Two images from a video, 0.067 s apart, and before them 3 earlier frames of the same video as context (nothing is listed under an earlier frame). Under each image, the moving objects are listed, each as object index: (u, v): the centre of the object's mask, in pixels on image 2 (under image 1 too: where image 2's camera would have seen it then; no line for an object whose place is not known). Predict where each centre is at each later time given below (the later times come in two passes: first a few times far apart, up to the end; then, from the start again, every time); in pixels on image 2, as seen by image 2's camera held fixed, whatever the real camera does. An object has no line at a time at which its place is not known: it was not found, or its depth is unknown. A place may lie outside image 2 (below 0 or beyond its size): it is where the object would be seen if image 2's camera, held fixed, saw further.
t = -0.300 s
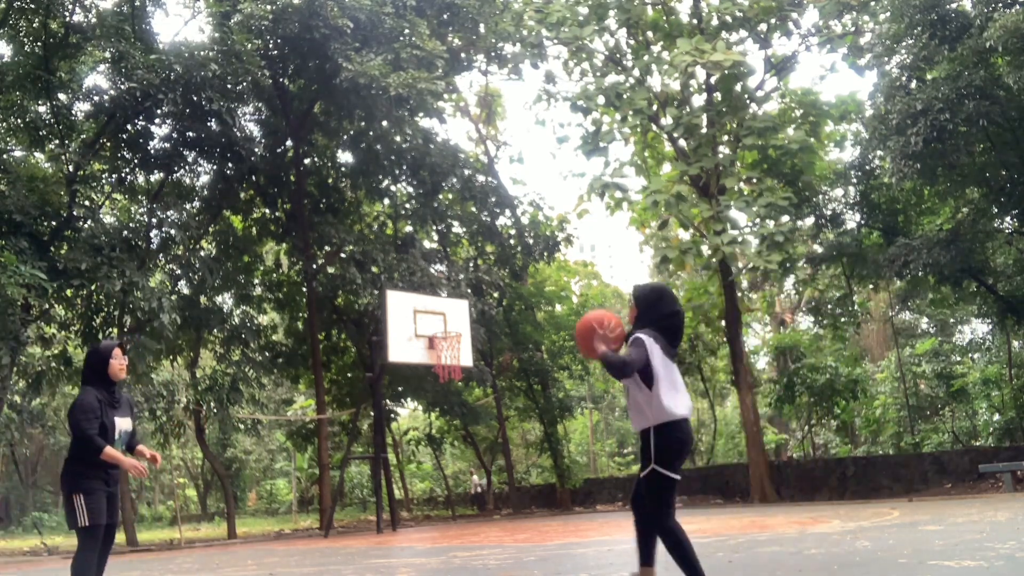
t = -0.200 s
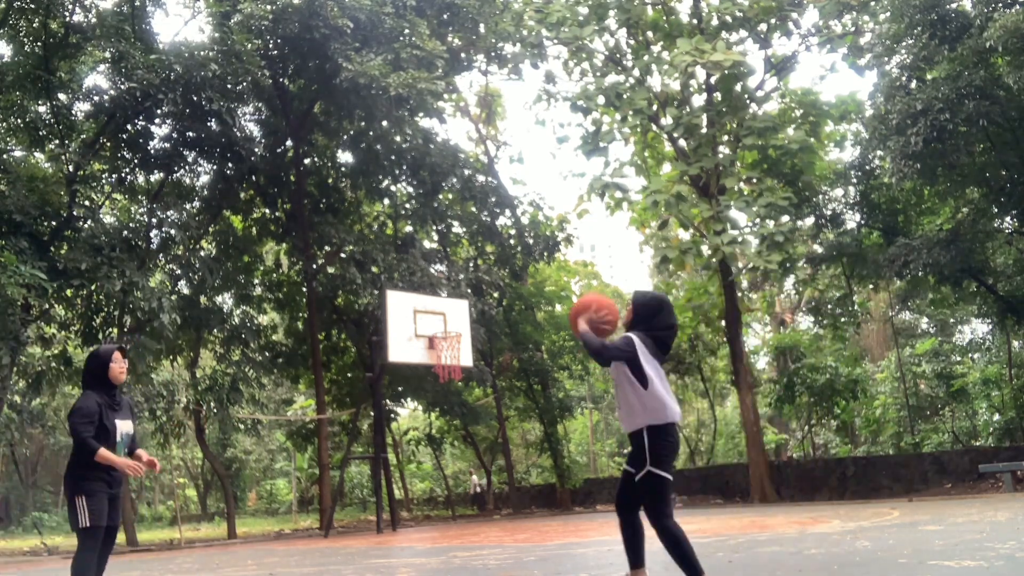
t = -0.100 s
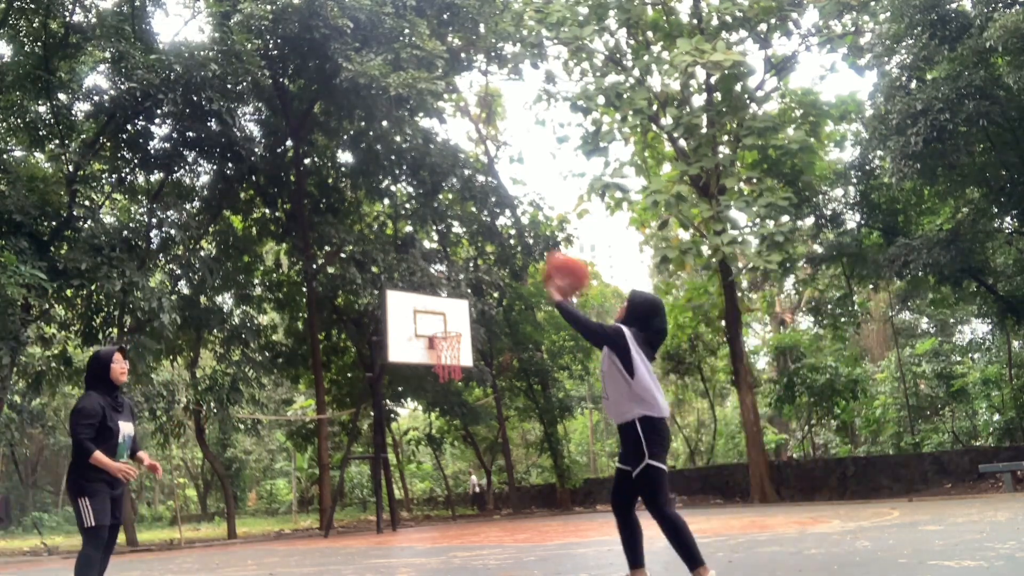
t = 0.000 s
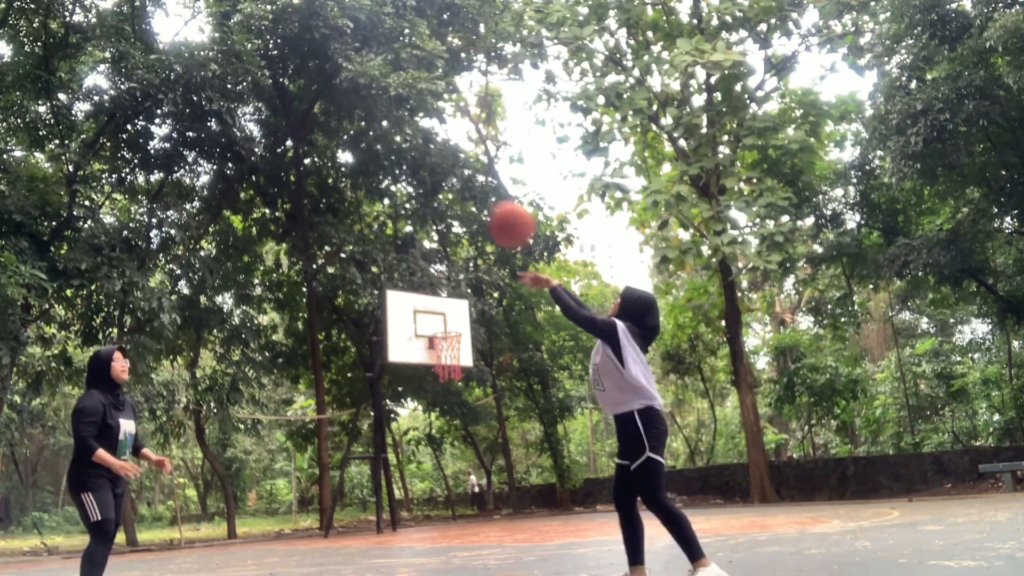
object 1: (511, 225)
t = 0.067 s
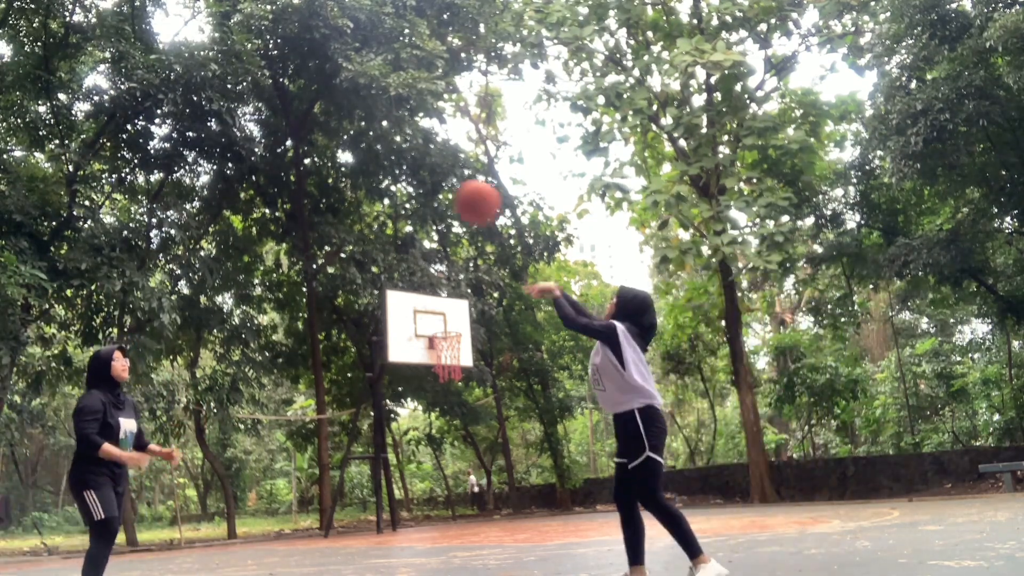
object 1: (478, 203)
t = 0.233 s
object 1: (403, 184)
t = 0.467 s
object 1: (315, 232)
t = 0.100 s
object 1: (462, 196)
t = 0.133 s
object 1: (446, 190)
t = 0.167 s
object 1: (432, 186)
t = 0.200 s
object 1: (418, 184)
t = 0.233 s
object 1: (403, 184)
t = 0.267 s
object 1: (389, 186)
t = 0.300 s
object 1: (376, 190)
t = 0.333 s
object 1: (363, 195)
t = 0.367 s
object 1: (351, 202)
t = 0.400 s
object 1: (339, 211)
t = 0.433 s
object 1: (327, 221)
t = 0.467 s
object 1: (315, 232)
